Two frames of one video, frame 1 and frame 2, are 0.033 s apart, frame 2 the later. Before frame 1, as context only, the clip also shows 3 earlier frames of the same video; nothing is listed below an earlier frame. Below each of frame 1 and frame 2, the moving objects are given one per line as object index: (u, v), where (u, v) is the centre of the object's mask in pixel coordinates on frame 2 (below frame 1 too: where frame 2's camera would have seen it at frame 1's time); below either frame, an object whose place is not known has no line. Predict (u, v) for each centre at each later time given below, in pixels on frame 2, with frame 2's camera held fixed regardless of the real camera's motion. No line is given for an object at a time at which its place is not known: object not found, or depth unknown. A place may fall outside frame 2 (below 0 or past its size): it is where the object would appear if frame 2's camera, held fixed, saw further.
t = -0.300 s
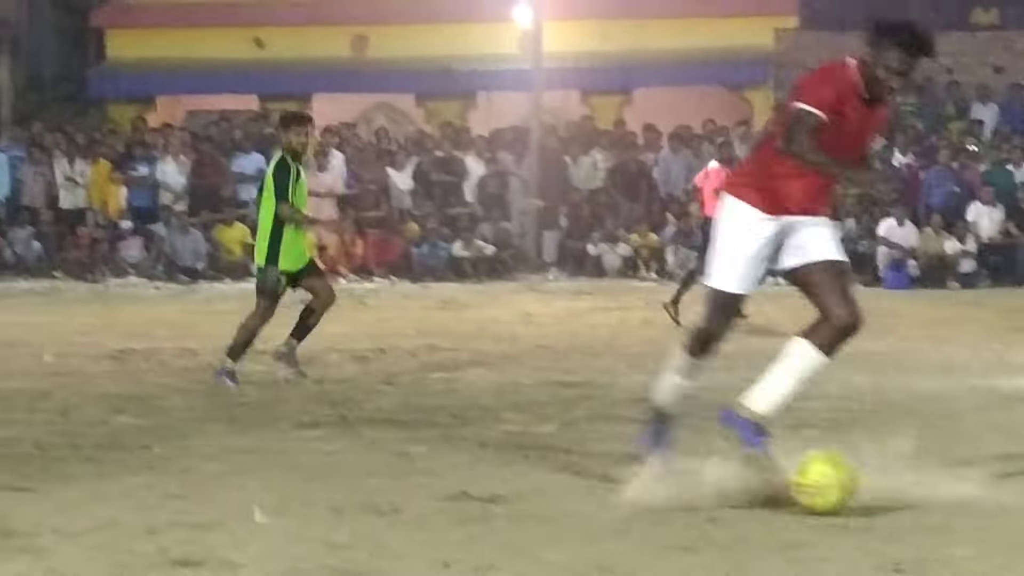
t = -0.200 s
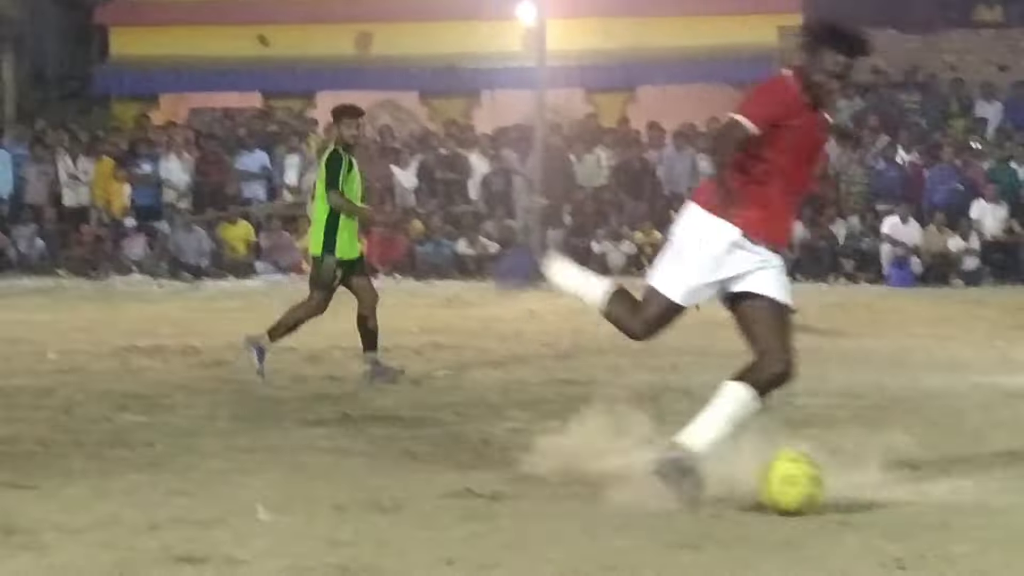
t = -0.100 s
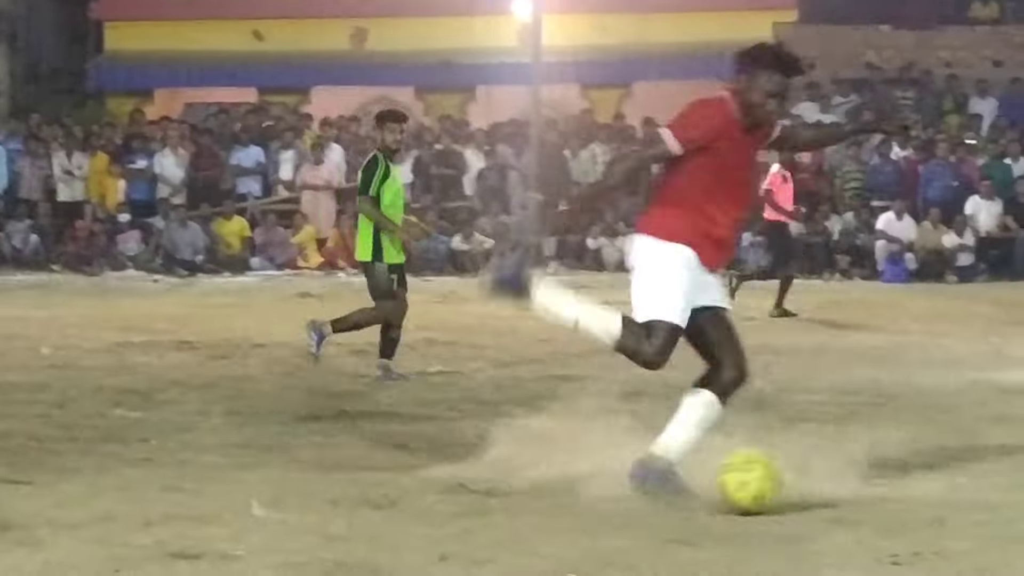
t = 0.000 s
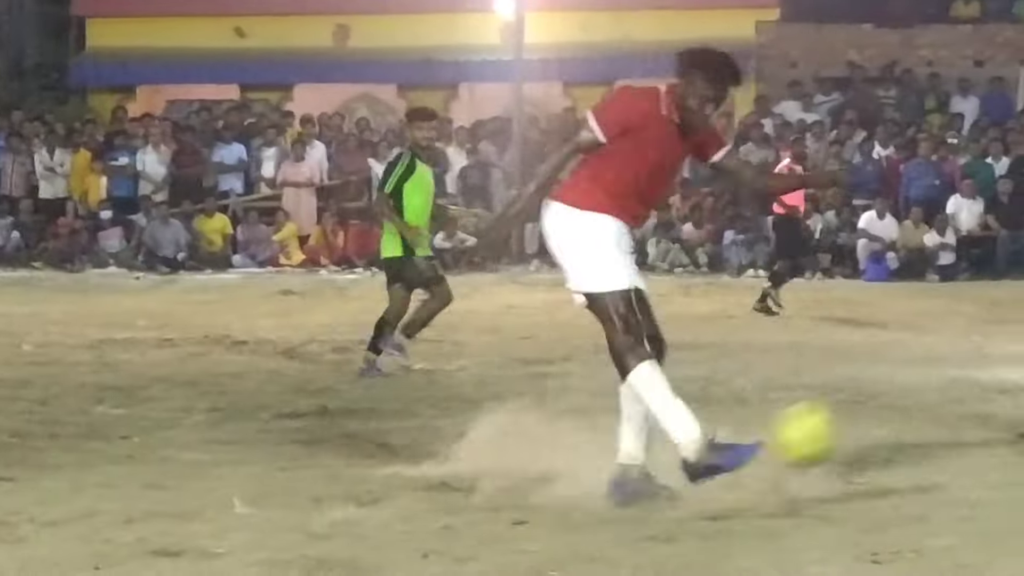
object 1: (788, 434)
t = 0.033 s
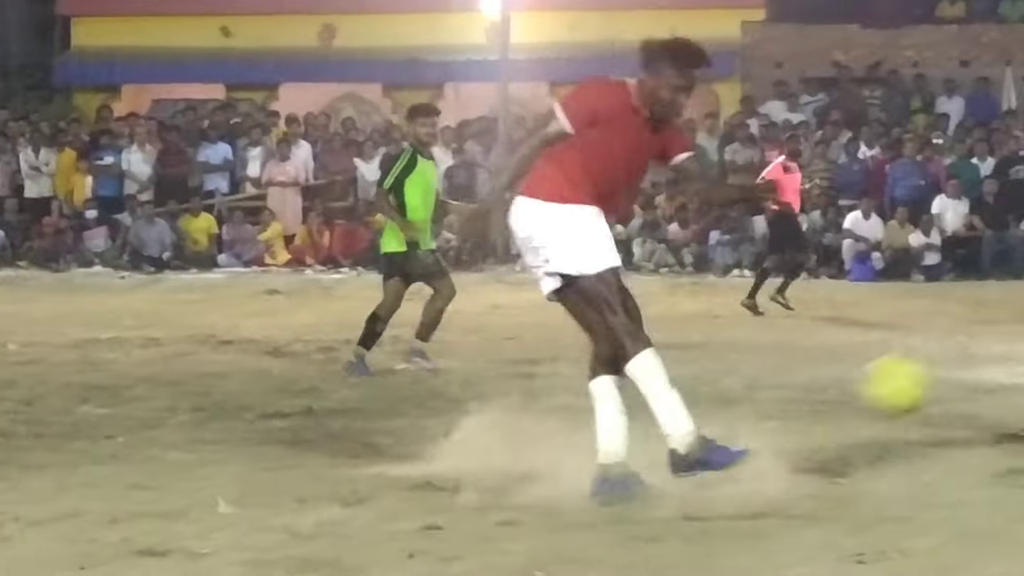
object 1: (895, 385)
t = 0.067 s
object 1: (995, 342)
